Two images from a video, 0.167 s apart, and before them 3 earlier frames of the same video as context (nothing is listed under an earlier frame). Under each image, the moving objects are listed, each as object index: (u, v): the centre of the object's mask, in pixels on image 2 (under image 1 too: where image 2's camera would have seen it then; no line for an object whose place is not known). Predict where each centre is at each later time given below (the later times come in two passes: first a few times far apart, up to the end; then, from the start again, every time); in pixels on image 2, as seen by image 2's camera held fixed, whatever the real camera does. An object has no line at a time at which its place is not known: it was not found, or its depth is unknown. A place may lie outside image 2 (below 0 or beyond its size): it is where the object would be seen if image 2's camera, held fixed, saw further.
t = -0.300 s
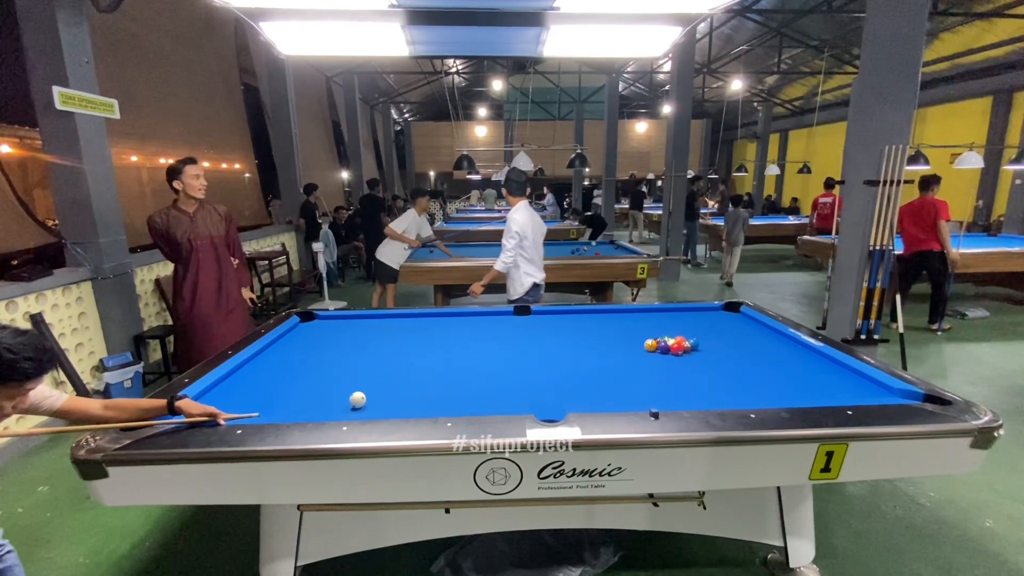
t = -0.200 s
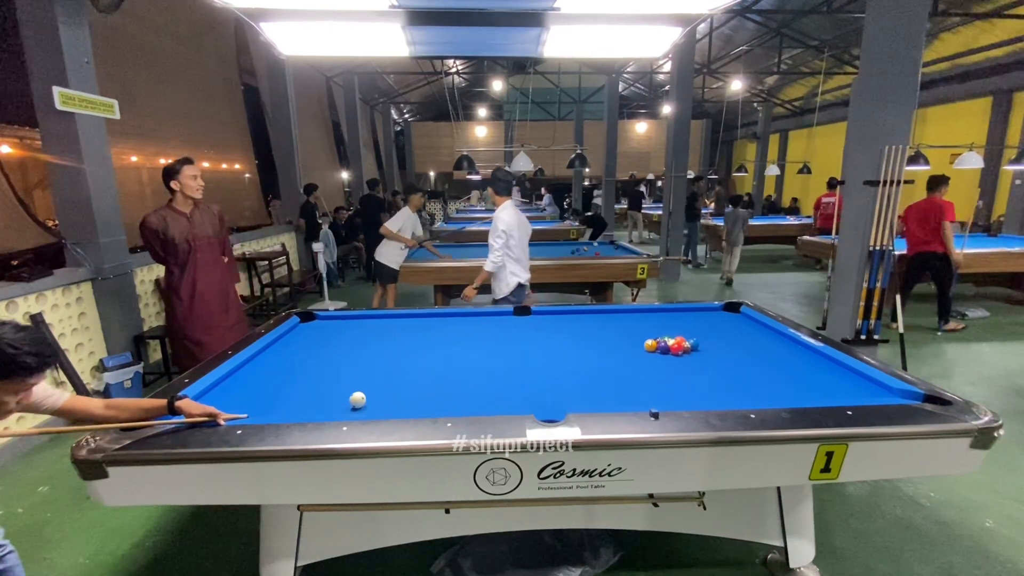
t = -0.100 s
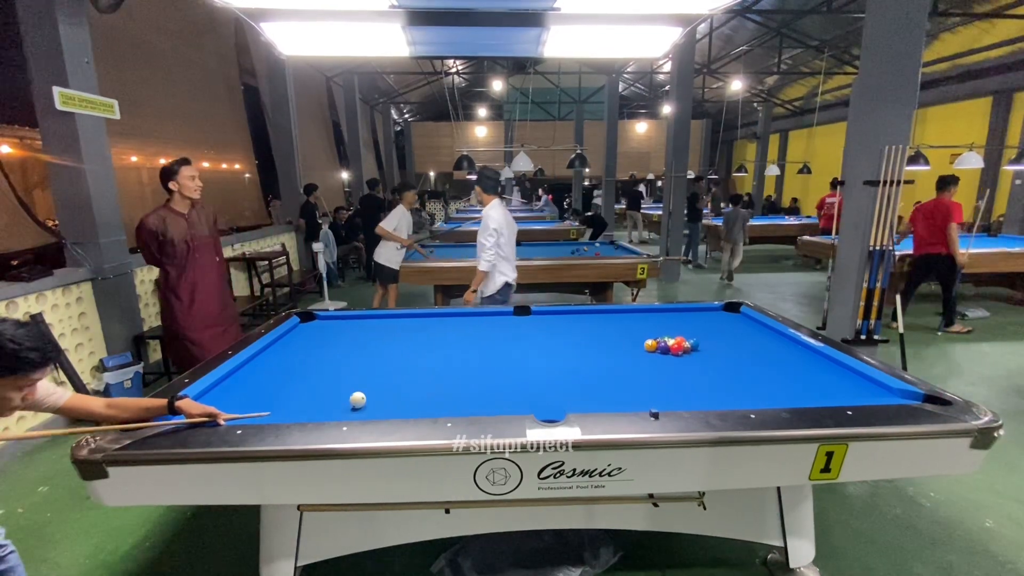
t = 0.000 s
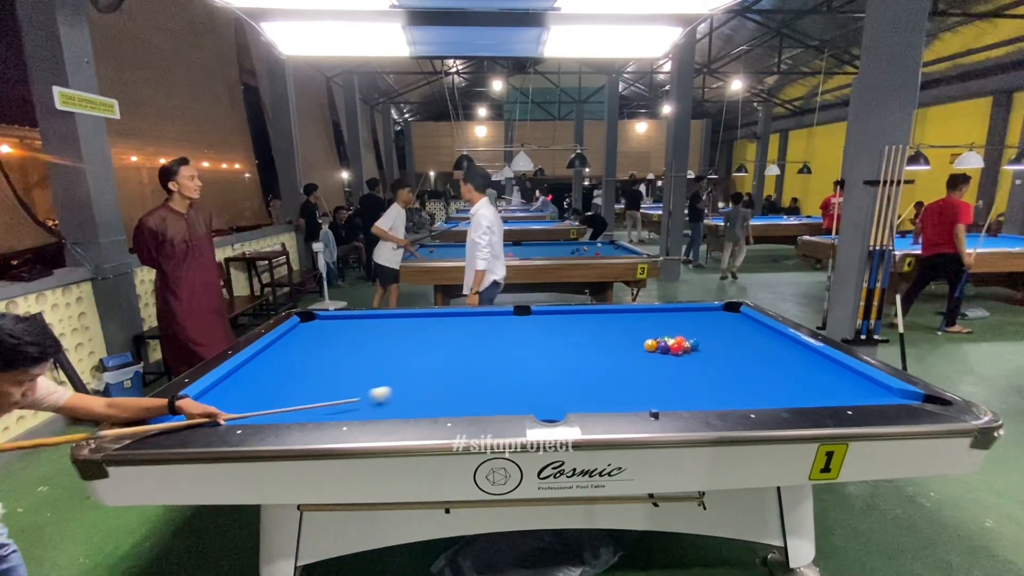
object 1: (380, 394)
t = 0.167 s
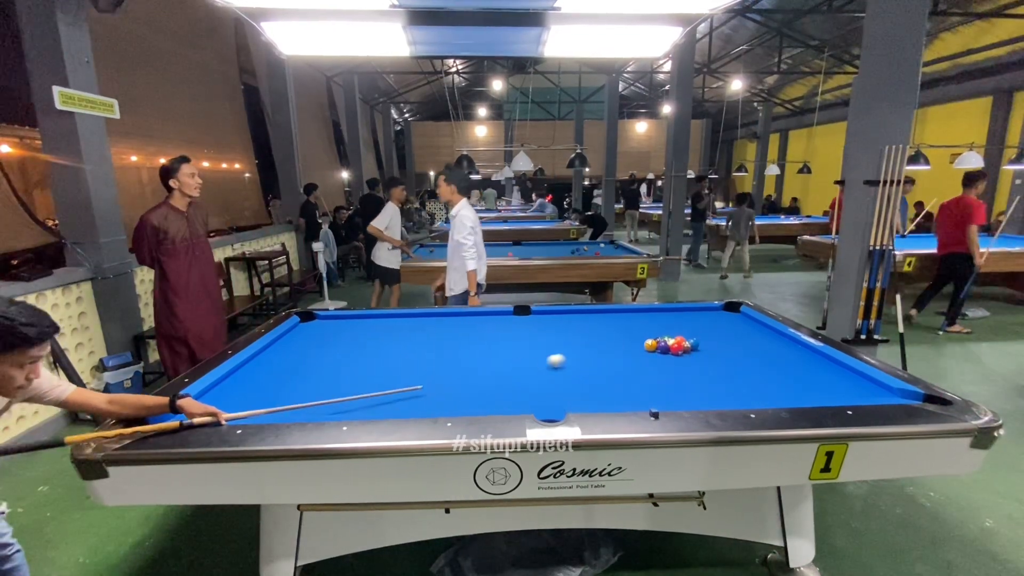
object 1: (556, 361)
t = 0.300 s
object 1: (634, 344)
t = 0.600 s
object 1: (609, 326)
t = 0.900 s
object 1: (597, 312)
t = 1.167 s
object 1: (606, 317)
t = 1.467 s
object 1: (618, 325)
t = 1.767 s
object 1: (631, 334)
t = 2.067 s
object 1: (645, 343)
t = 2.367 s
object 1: (660, 351)
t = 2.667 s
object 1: (673, 357)
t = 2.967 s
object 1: (686, 363)
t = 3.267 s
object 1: (698, 369)
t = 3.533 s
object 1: (708, 373)
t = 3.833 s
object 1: (717, 376)
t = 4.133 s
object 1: (726, 382)
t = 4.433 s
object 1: (733, 385)
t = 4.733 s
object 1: (738, 389)
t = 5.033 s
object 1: (741, 390)
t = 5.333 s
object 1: (743, 392)
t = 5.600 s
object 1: (744, 393)
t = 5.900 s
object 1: (744, 393)
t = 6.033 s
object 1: (744, 393)
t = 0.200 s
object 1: (583, 356)
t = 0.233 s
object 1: (609, 351)
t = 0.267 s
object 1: (632, 347)
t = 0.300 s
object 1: (634, 344)
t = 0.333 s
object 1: (629, 342)
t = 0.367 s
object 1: (624, 339)
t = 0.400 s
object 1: (620, 337)
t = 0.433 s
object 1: (618, 335)
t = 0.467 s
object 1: (615, 333)
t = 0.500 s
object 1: (614, 331)
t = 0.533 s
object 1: (612, 329)
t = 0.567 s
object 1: (611, 327)
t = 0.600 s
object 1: (609, 326)
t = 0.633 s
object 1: (608, 324)
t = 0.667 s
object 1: (606, 322)
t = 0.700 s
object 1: (605, 321)
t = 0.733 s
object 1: (604, 319)
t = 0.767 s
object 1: (602, 317)
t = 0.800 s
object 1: (601, 316)
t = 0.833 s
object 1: (600, 315)
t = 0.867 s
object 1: (598, 313)
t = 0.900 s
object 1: (597, 312)
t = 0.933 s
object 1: (597, 311)
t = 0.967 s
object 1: (598, 312)
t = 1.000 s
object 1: (599, 313)
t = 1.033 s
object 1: (601, 314)
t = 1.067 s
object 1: (602, 315)
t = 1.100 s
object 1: (603, 316)
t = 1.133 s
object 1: (605, 316)
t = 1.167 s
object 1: (606, 317)
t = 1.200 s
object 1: (607, 318)
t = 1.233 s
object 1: (608, 319)
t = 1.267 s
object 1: (610, 319)
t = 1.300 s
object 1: (611, 320)
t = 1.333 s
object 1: (613, 321)
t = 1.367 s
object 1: (614, 322)
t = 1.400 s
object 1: (616, 323)
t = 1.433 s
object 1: (617, 324)
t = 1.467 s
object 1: (618, 325)
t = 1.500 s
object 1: (620, 326)
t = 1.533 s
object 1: (621, 327)
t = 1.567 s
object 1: (623, 328)
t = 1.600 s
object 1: (624, 329)
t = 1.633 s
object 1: (626, 330)
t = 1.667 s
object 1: (627, 331)
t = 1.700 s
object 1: (629, 332)
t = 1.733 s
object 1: (630, 333)
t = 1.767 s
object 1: (631, 334)
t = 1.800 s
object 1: (633, 335)
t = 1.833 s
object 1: (634, 336)
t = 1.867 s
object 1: (636, 337)
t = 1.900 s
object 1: (638, 338)
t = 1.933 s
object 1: (639, 339)
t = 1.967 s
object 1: (641, 340)
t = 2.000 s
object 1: (642, 341)
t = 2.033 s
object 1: (644, 342)
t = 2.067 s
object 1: (645, 343)
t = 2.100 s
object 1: (647, 344)
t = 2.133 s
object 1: (649, 345)
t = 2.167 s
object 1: (650, 346)
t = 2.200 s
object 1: (651, 347)
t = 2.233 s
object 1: (653, 346)
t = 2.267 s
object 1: (656, 347)
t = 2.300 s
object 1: (658, 349)
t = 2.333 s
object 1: (658, 351)
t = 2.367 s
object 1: (660, 351)
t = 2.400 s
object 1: (661, 352)
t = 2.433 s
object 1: (663, 353)
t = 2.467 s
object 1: (664, 353)
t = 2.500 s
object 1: (666, 354)
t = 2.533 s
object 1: (667, 355)
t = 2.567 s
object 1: (669, 355)
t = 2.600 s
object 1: (670, 356)
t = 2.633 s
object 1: (672, 357)
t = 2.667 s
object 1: (673, 357)
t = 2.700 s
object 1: (675, 358)
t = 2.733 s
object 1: (676, 359)
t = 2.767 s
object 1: (678, 359)
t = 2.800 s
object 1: (679, 360)
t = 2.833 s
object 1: (681, 361)
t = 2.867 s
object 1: (682, 361)
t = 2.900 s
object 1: (683, 362)
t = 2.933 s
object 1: (685, 362)
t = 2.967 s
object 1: (686, 363)
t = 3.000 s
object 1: (688, 364)
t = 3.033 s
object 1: (689, 364)
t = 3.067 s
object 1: (690, 365)
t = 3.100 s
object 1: (692, 366)
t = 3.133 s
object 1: (693, 366)
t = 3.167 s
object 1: (694, 367)
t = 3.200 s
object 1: (696, 367)
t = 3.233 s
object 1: (697, 368)
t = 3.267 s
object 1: (698, 369)
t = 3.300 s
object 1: (699, 369)
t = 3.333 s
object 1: (701, 370)
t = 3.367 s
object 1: (702, 370)
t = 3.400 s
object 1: (703, 371)
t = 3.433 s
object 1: (704, 371)
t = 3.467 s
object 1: (706, 372)
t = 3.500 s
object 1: (707, 373)
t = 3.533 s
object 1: (708, 373)
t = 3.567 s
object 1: (709, 374)
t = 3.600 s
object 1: (710, 374)
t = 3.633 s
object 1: (711, 375)
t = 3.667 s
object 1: (712, 375)
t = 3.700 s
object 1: (713, 375)
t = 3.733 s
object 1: (714, 376)
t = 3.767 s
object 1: (715, 376)
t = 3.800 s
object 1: (716, 376)
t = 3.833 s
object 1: (717, 376)
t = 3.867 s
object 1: (719, 376)
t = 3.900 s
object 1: (721, 377)
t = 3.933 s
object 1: (722, 378)
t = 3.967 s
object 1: (723, 379)
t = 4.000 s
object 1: (723, 379)
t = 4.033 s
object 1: (724, 380)
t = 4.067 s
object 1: (725, 381)
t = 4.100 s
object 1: (726, 382)
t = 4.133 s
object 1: (726, 382)
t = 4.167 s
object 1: (727, 383)
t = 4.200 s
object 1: (728, 383)
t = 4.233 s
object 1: (729, 383)
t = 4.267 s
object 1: (730, 384)
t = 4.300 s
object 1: (730, 384)
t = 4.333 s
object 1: (731, 384)
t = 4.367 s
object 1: (732, 385)
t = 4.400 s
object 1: (733, 385)
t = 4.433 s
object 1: (733, 385)
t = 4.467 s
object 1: (734, 386)
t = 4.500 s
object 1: (734, 386)
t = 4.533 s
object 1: (735, 387)
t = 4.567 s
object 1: (736, 387)
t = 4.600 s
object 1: (736, 387)
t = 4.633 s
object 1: (737, 388)
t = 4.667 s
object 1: (737, 388)
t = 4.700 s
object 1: (738, 388)
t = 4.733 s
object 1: (738, 389)
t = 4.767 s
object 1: (739, 389)
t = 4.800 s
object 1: (739, 389)
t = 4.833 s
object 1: (739, 389)
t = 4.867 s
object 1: (740, 389)
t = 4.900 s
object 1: (740, 390)
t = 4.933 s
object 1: (740, 390)
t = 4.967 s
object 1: (741, 390)
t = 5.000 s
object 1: (741, 390)
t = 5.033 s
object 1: (741, 390)
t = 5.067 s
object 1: (742, 390)
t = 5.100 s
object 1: (742, 391)
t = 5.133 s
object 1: (742, 391)
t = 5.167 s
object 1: (743, 391)
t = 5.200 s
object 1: (743, 391)
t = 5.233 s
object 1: (743, 391)
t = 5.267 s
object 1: (743, 392)
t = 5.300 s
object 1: (743, 391)
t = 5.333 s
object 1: (743, 392)
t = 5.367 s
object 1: (744, 392)
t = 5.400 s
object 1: (744, 392)
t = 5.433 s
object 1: (744, 392)
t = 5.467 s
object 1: (744, 392)
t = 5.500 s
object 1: (744, 392)
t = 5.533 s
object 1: (744, 392)
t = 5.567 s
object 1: (744, 393)
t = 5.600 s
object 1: (744, 393)
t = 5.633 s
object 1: (744, 393)
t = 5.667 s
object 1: (744, 393)
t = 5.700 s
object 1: (744, 393)
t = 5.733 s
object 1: (744, 393)
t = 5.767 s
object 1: (744, 393)
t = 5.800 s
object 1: (744, 393)
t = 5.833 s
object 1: (744, 393)
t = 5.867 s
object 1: (744, 393)
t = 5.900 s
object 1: (744, 393)
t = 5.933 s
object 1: (744, 392)
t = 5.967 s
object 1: (744, 392)
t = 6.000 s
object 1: (744, 393)
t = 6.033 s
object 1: (744, 393)
